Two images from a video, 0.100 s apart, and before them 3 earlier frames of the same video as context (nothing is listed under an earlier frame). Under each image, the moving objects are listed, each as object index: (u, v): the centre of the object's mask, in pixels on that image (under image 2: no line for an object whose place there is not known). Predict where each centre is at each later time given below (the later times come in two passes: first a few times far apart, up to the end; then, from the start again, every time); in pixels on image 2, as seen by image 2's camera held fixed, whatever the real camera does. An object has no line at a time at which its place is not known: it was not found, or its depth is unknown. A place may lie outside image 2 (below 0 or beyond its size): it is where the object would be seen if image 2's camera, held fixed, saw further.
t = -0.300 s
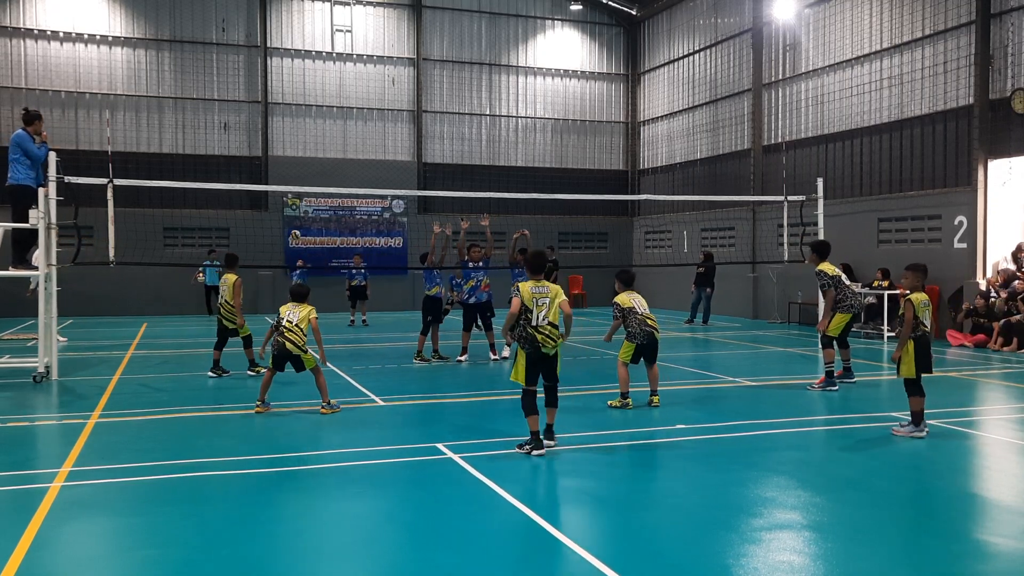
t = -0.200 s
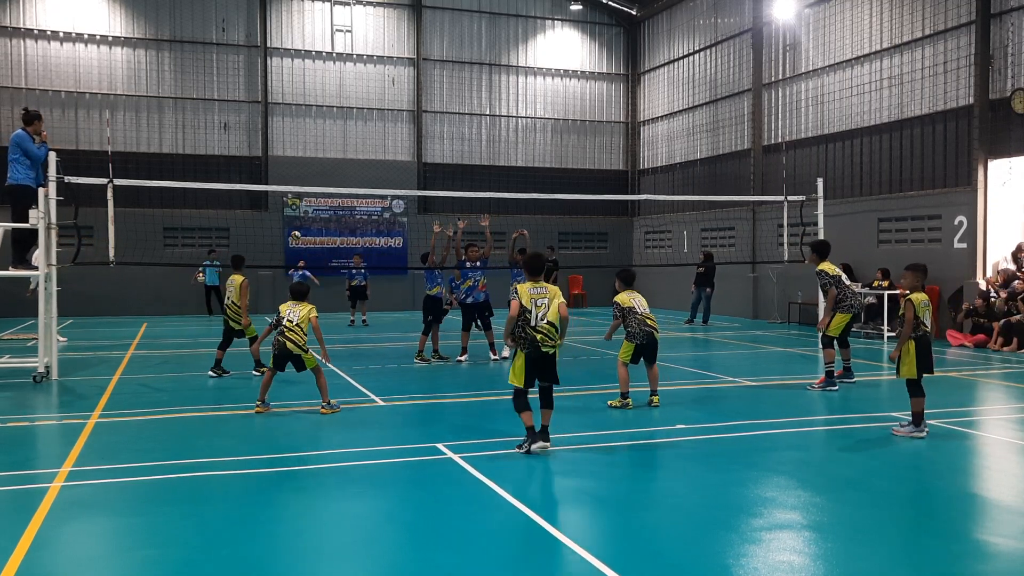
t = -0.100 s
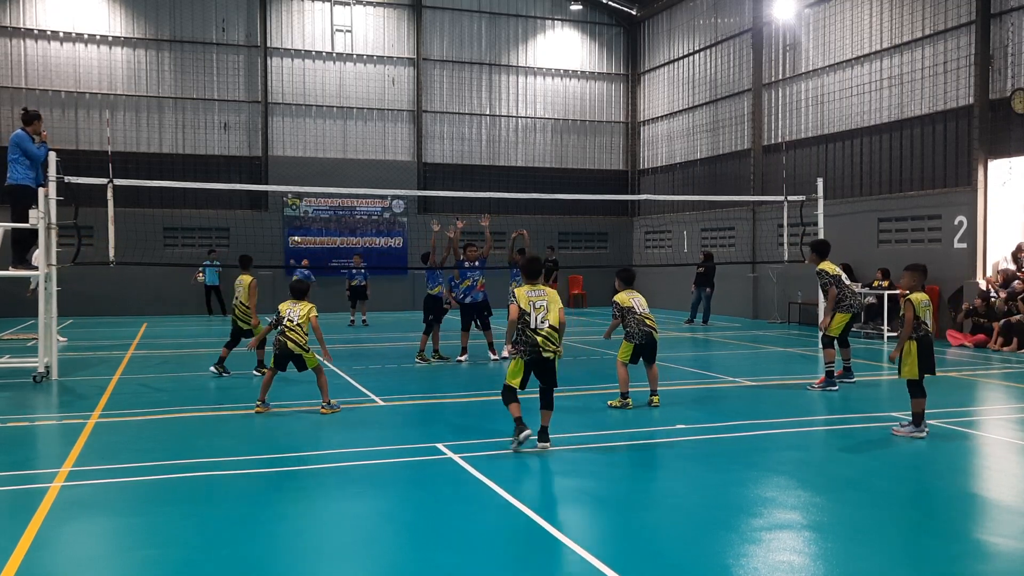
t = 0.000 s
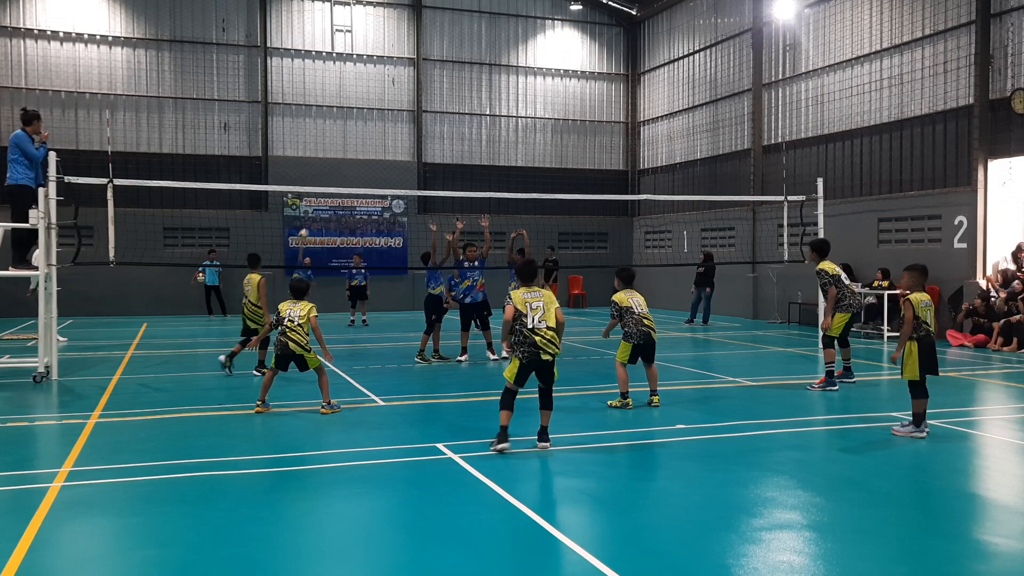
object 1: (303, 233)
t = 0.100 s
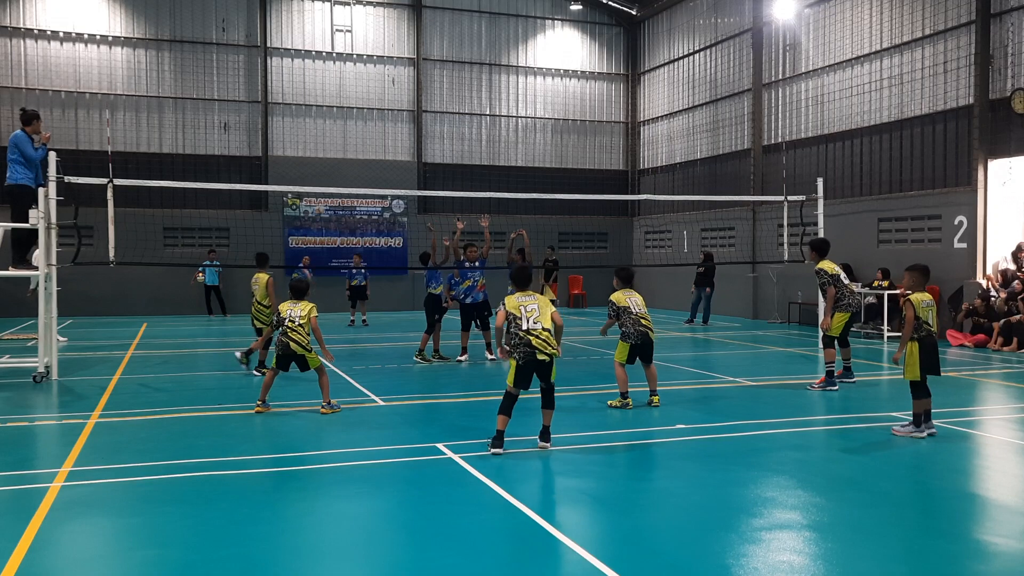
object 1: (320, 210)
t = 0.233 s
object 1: (341, 181)
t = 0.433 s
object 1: (381, 152)
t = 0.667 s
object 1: (444, 146)
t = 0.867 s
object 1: (513, 174)
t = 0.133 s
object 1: (326, 201)
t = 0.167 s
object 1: (329, 195)
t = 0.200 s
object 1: (336, 185)
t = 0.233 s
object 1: (341, 181)
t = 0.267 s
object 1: (347, 175)
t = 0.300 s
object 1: (353, 169)
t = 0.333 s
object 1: (360, 164)
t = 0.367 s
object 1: (367, 160)
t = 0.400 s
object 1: (374, 157)
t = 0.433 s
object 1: (381, 152)
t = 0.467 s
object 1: (386, 150)
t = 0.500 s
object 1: (394, 149)
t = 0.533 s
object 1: (406, 144)
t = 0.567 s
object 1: (416, 145)
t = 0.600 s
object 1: (424, 144)
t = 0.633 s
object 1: (434, 145)
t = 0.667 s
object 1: (444, 146)
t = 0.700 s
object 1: (455, 148)
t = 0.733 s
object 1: (466, 151)
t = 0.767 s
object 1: (478, 156)
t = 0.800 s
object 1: (487, 161)
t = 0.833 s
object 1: (500, 167)
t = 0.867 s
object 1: (513, 174)
